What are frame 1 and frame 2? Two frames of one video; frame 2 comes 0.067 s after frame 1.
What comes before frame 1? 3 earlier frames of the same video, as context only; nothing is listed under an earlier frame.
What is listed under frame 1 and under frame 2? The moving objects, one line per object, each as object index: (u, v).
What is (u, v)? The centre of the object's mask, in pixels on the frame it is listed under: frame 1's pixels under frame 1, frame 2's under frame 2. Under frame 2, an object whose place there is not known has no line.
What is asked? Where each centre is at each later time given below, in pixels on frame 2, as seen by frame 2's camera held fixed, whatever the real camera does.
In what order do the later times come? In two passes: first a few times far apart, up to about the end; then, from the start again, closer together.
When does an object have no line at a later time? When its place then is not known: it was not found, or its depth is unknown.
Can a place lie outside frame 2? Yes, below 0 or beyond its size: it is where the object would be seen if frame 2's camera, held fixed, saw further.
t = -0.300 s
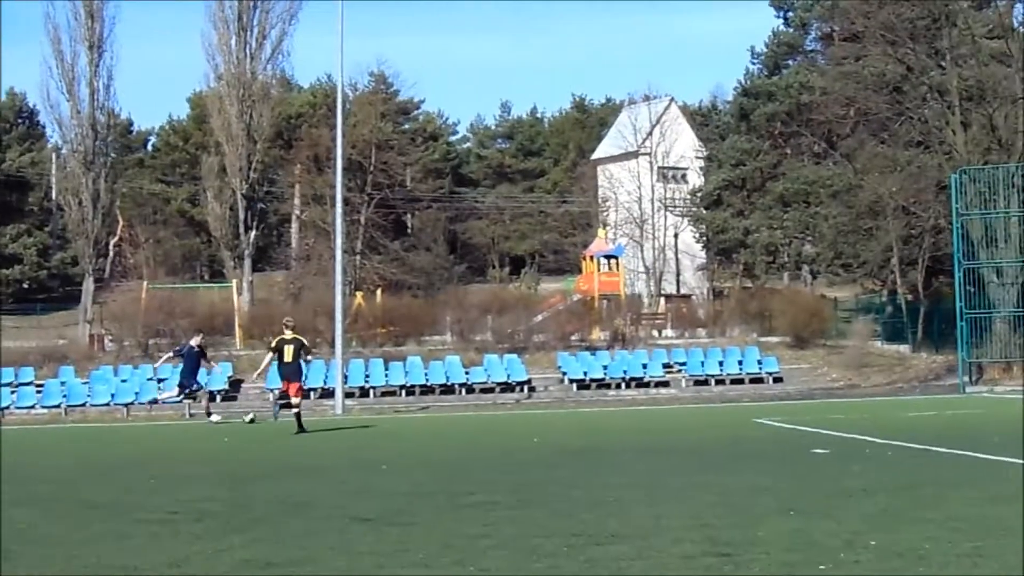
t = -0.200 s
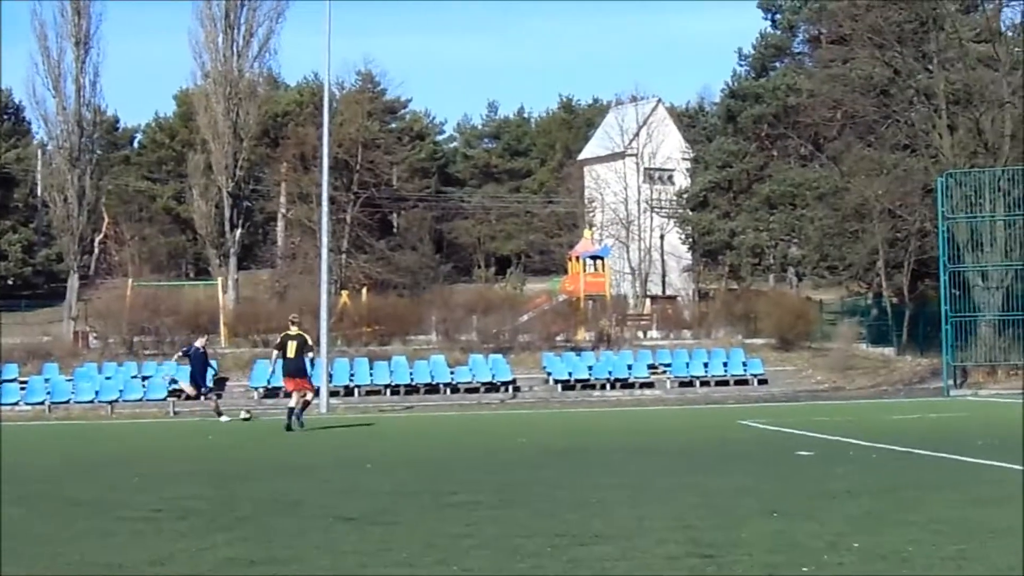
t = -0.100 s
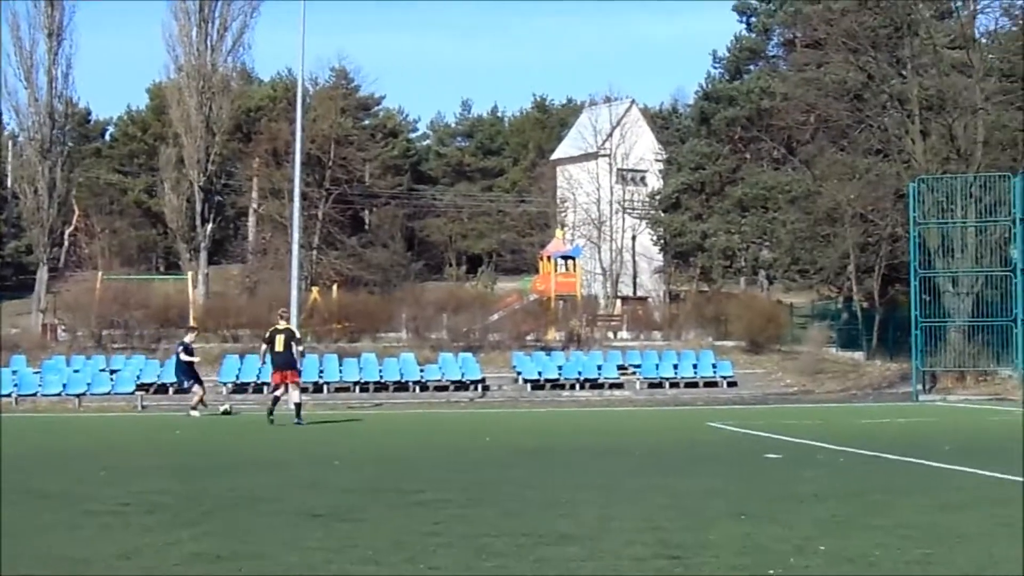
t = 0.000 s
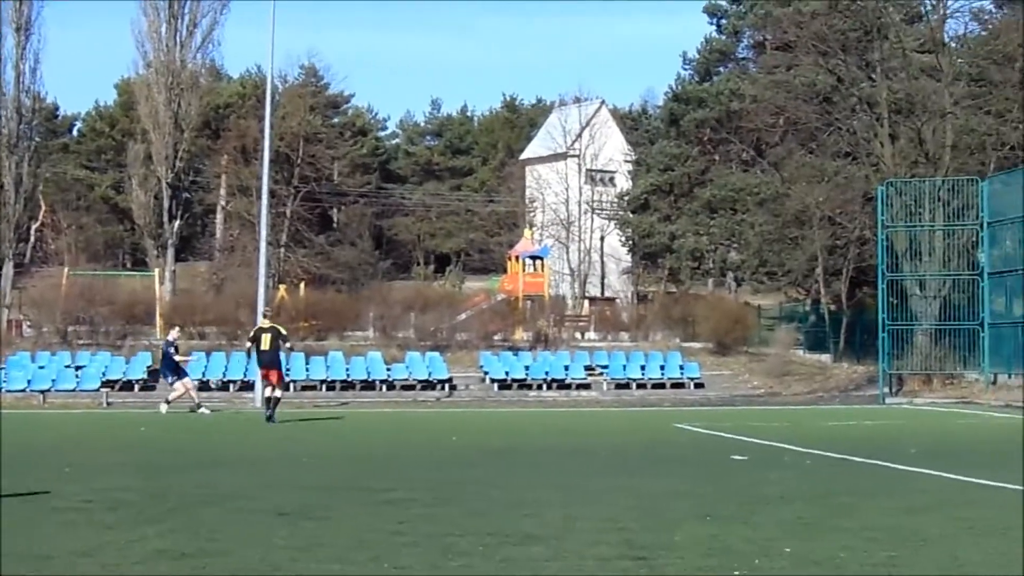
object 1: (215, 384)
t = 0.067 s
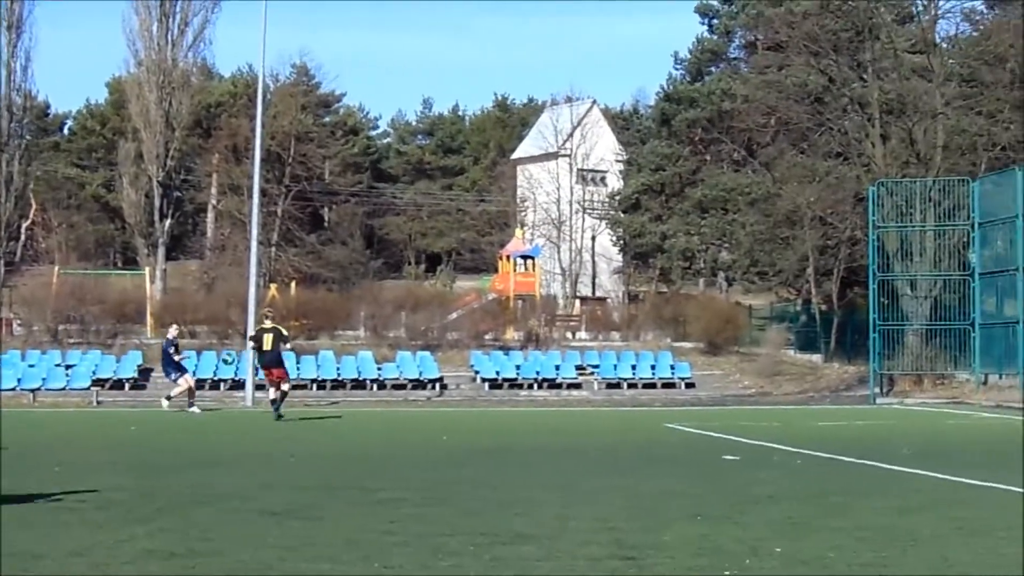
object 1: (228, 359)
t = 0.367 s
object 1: (329, 266)
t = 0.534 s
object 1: (390, 229)
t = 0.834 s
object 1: (509, 191)
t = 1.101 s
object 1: (632, 198)
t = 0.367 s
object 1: (329, 266)
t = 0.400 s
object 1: (341, 258)
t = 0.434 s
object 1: (352, 250)
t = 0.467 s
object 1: (364, 243)
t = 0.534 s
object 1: (390, 229)
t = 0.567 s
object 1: (401, 222)
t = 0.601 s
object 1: (414, 216)
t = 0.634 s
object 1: (428, 211)
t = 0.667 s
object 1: (439, 206)
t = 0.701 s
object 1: (454, 202)
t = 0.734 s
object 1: (466, 197)
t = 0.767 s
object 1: (481, 194)
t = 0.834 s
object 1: (509, 191)
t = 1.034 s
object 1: (600, 190)
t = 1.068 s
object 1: (616, 190)
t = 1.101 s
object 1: (632, 198)
